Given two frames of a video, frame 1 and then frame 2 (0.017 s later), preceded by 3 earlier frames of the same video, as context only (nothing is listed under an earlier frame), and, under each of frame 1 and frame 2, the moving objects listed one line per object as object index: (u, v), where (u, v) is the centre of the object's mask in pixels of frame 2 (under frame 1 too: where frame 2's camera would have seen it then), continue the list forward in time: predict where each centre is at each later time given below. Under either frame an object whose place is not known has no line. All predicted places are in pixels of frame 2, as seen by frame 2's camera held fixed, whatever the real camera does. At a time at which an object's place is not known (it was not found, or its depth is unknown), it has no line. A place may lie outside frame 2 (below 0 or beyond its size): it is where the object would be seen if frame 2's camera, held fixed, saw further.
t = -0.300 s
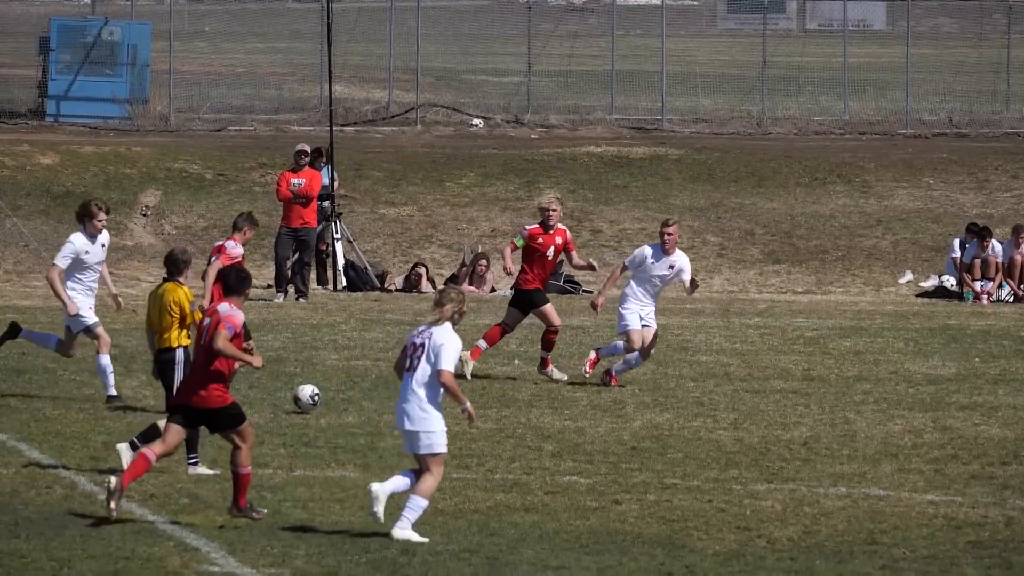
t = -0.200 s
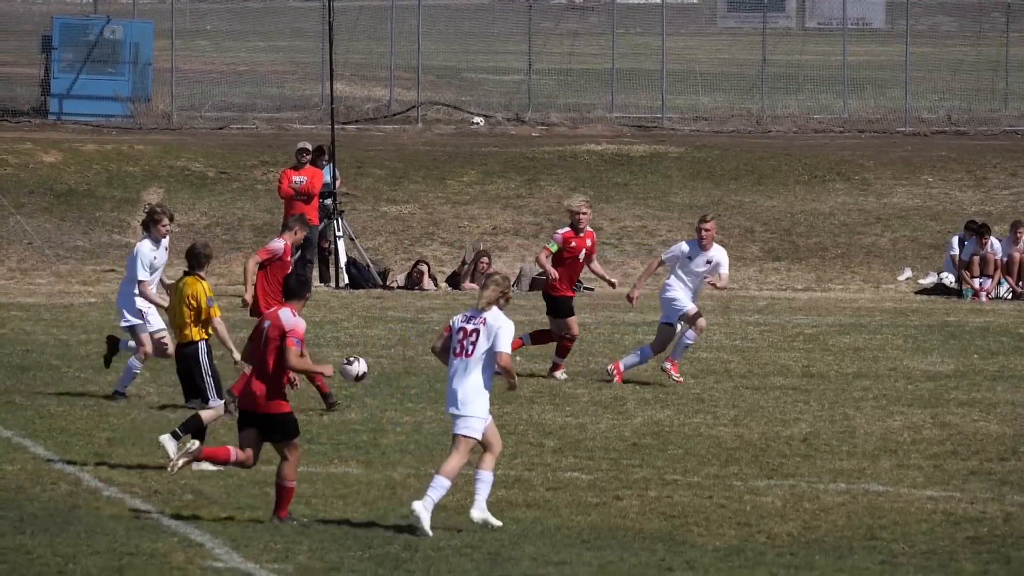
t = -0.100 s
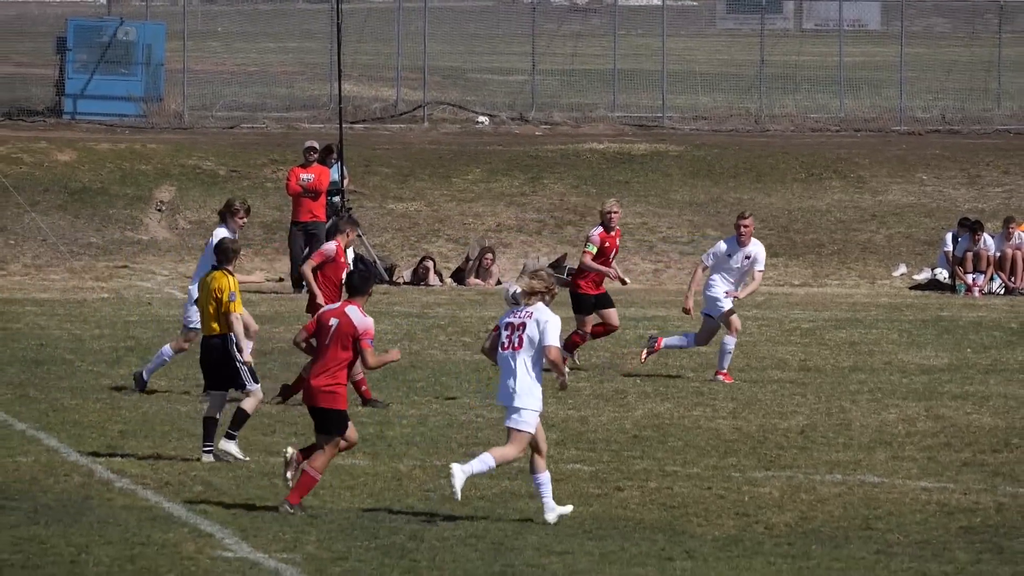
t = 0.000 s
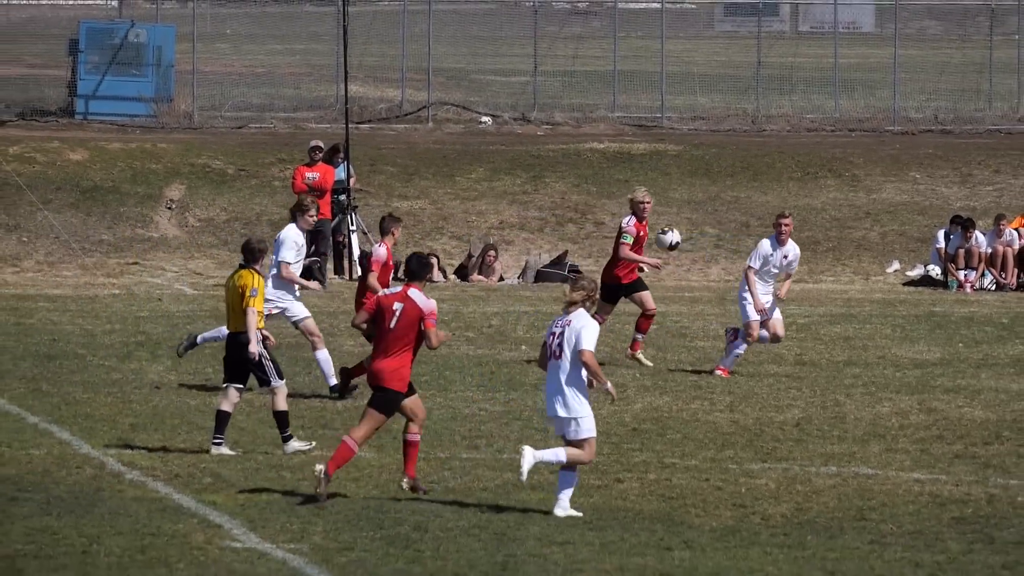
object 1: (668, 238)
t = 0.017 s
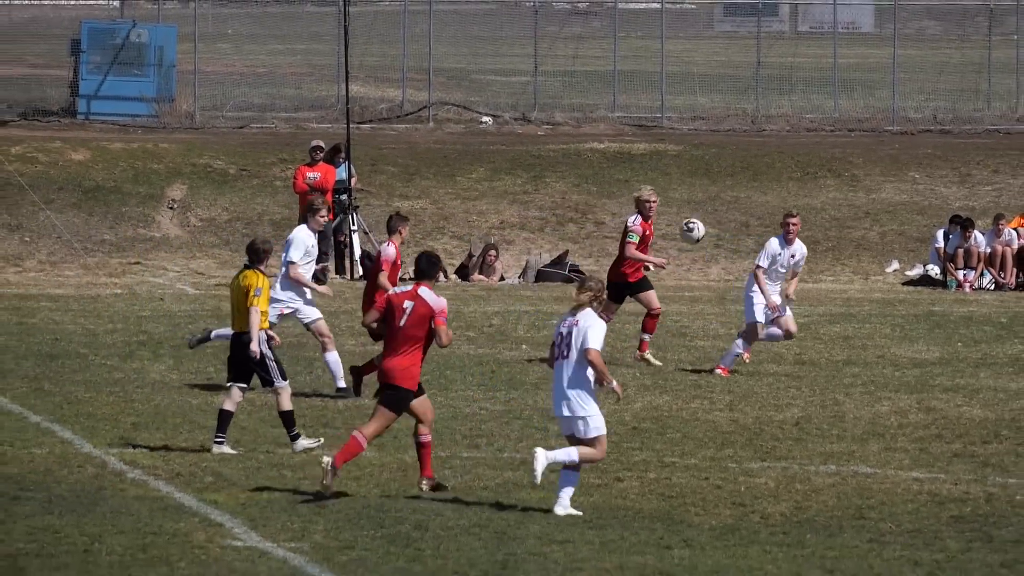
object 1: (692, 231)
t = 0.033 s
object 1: (716, 222)
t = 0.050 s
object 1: (740, 216)
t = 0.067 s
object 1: (763, 210)
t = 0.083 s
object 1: (786, 203)
